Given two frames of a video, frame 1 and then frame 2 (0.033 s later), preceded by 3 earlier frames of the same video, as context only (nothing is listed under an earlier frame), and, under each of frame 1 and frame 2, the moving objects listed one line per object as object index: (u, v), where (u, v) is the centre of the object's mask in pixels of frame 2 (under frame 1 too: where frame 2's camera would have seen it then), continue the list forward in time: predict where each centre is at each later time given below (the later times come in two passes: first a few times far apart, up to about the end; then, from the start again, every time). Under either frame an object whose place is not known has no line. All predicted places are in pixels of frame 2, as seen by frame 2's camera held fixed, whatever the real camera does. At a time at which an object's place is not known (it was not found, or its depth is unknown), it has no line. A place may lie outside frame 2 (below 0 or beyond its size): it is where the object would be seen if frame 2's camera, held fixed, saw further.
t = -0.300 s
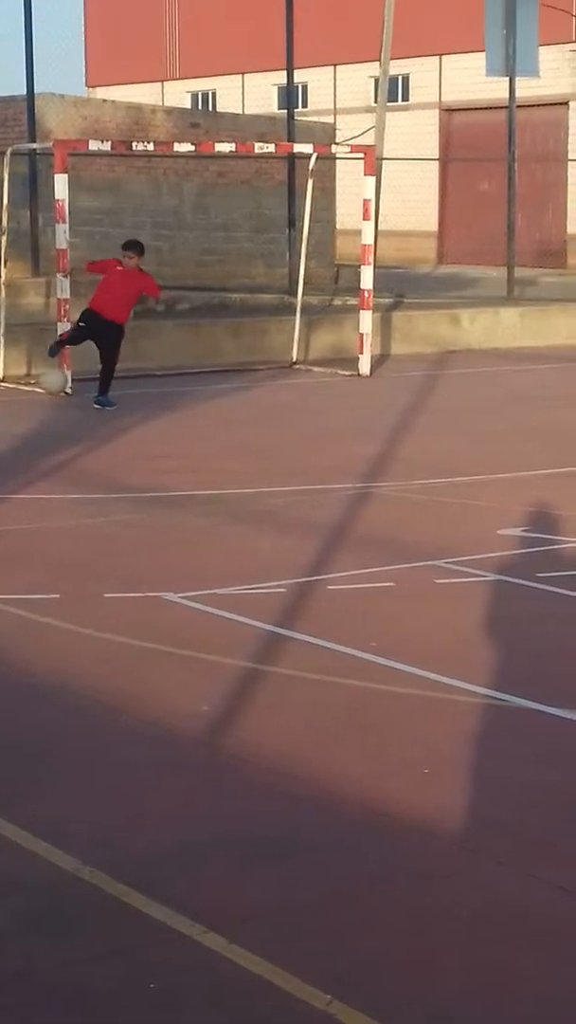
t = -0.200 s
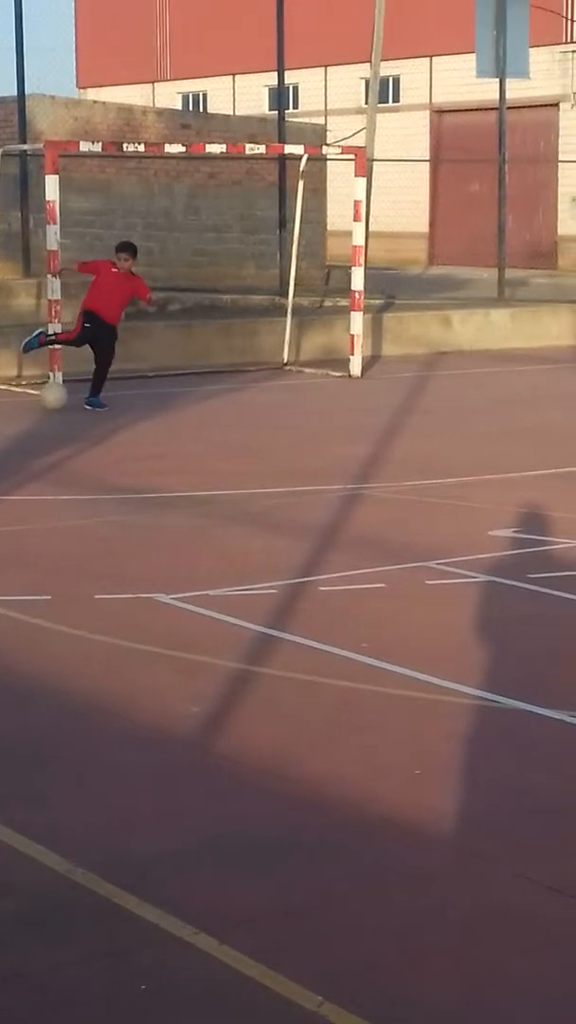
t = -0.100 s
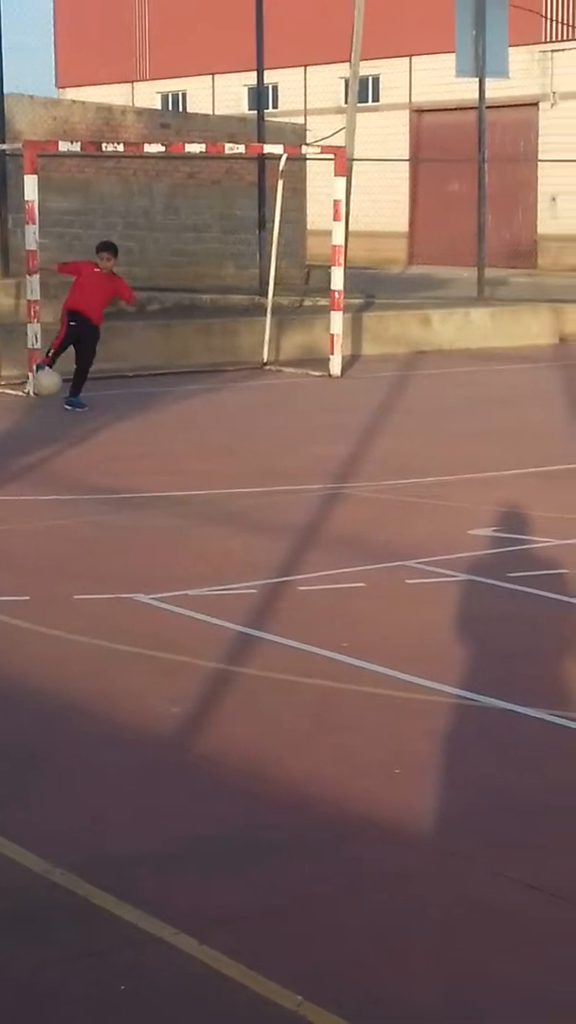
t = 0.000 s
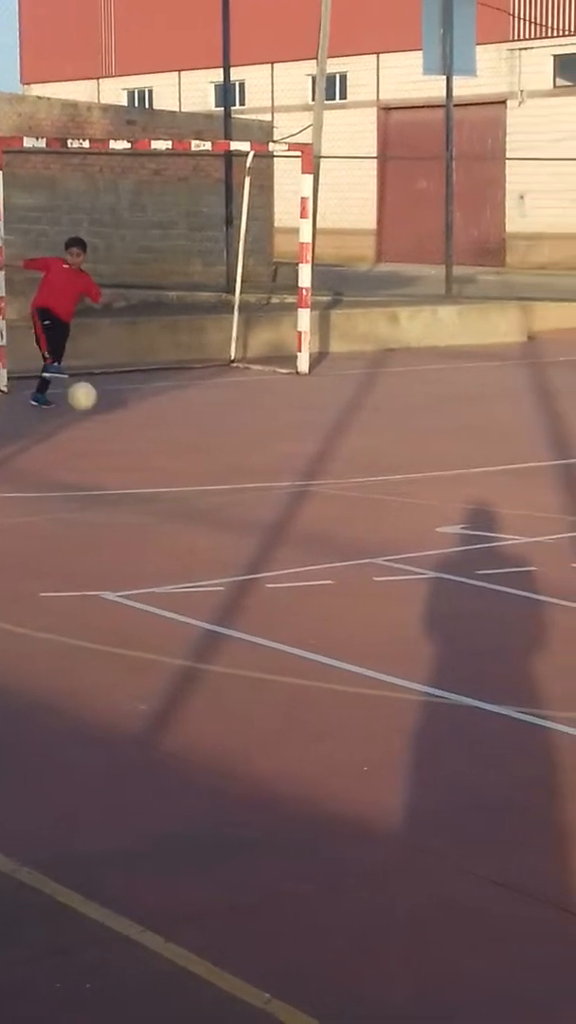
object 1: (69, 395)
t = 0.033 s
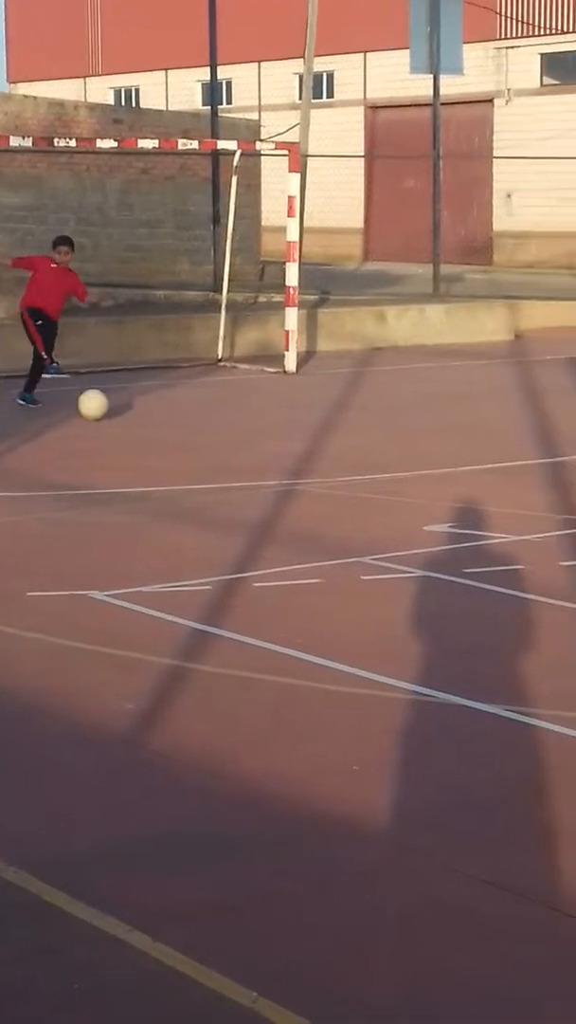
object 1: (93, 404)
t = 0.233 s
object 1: (205, 396)
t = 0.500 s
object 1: (345, 419)
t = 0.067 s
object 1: (115, 409)
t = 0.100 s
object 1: (132, 404)
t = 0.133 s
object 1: (150, 399)
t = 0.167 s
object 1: (169, 397)
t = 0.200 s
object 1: (186, 395)
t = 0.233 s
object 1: (205, 396)
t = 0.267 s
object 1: (224, 399)
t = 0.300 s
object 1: (243, 403)
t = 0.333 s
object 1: (262, 408)
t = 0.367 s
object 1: (281, 416)
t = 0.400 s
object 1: (300, 425)
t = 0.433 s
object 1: (316, 424)
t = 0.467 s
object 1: (331, 420)
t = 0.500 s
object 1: (345, 419)
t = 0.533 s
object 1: (360, 419)
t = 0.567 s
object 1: (374, 420)
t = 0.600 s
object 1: (389, 423)
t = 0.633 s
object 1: (405, 428)
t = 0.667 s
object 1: (419, 435)
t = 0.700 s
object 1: (435, 437)
